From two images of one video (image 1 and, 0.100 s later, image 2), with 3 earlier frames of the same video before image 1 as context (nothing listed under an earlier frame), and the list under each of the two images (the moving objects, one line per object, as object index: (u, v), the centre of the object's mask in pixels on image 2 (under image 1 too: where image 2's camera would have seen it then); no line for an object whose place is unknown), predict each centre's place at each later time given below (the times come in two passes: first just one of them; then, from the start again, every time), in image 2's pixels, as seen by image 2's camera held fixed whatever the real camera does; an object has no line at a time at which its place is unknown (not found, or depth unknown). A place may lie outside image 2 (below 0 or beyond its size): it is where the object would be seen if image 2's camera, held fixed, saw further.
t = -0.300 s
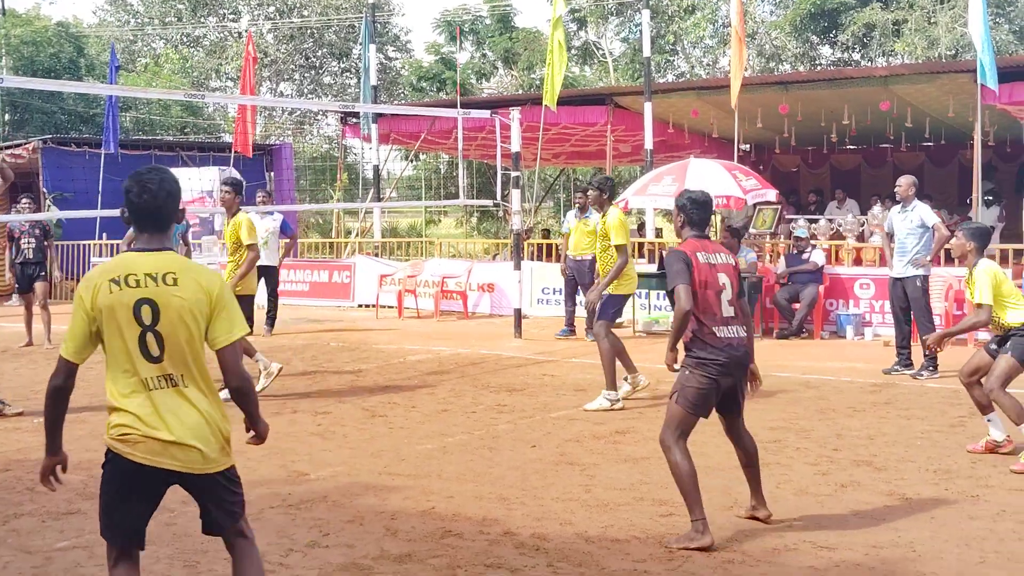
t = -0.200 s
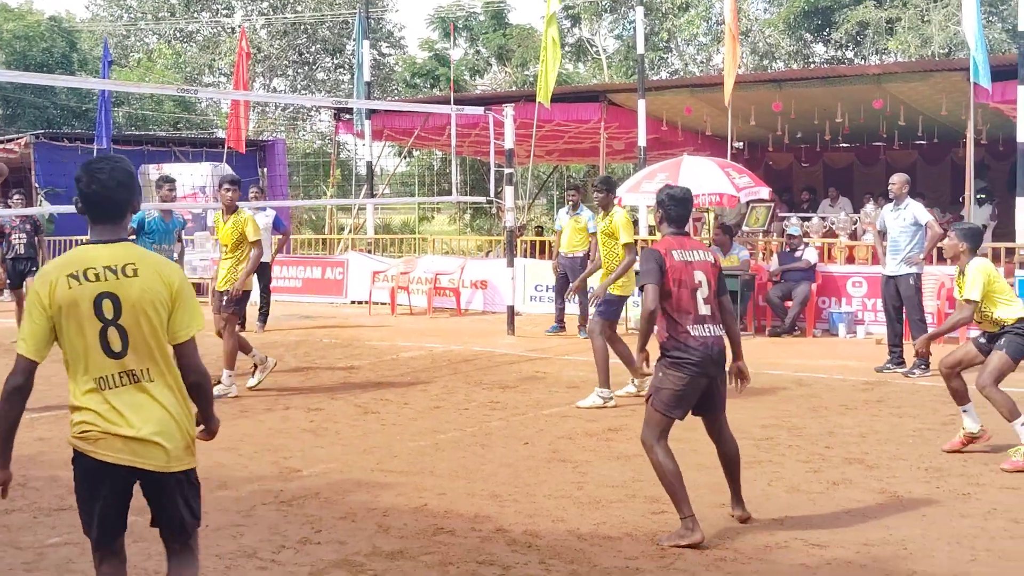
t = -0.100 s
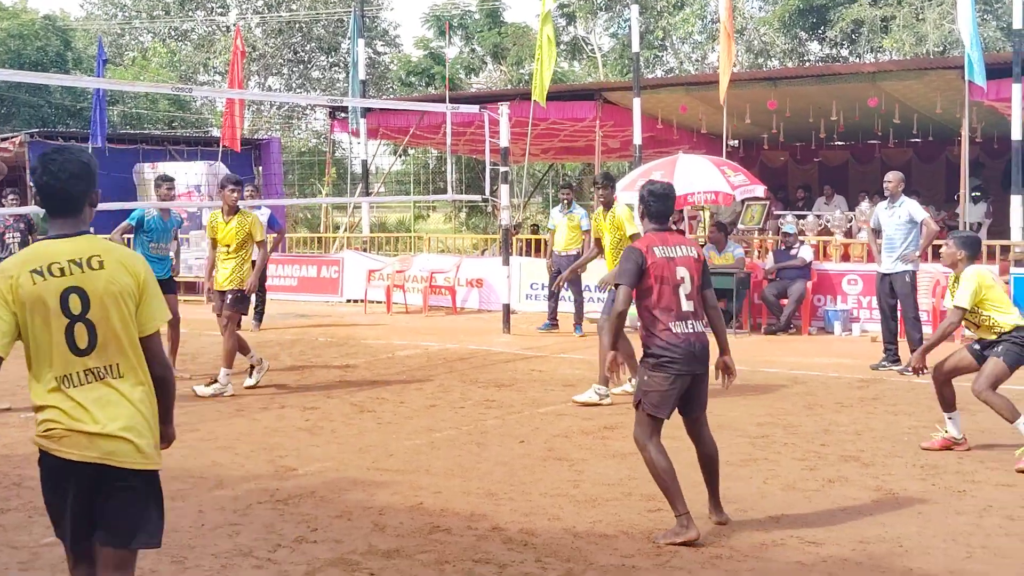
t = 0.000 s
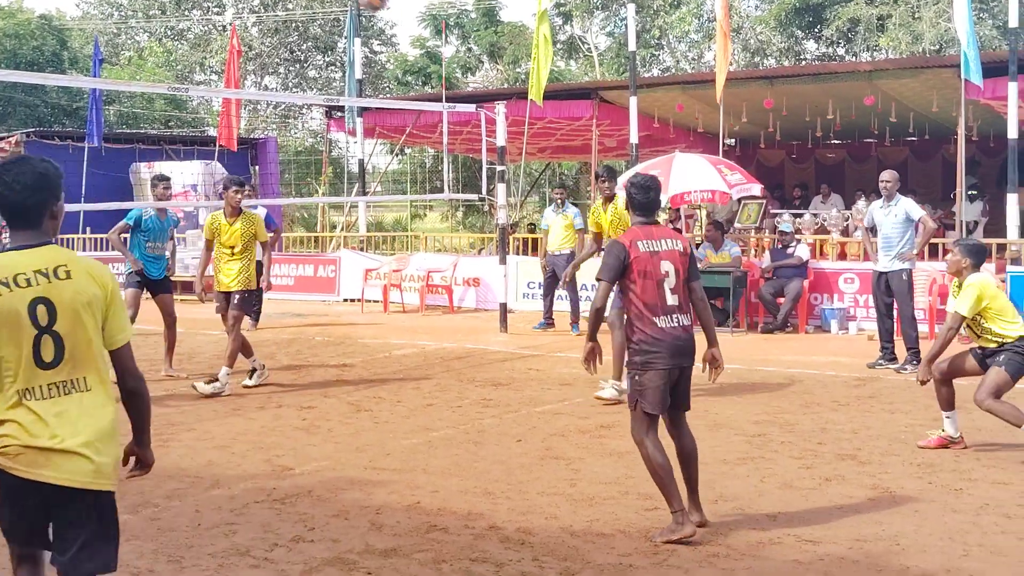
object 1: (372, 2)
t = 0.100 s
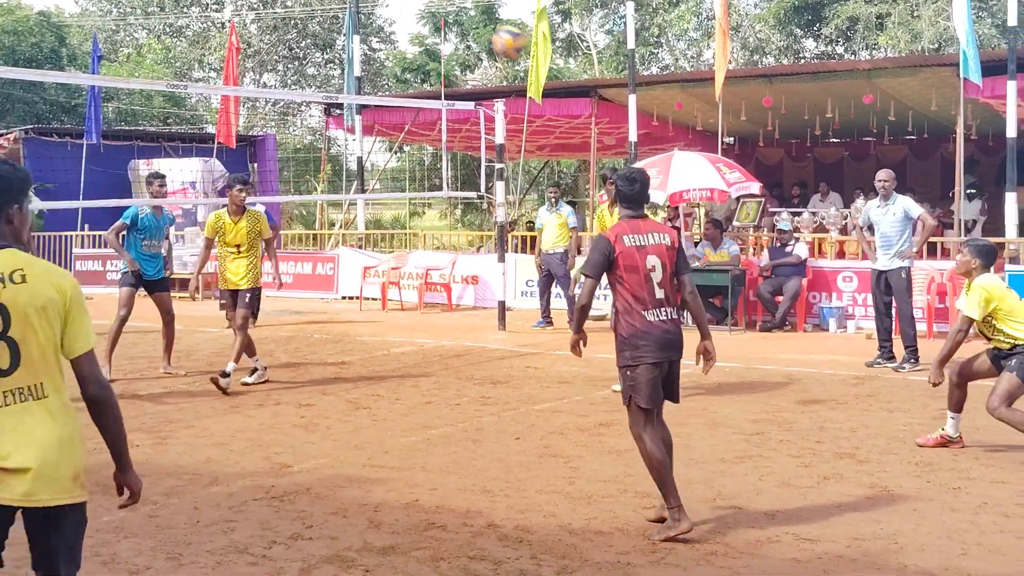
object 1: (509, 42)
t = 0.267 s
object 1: (755, 163)
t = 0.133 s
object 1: (557, 64)
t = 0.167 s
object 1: (604, 86)
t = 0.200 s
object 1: (654, 109)
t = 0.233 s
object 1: (702, 134)
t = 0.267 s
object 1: (755, 163)
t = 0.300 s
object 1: (804, 191)
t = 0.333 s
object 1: (854, 225)
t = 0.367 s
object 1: (910, 258)
